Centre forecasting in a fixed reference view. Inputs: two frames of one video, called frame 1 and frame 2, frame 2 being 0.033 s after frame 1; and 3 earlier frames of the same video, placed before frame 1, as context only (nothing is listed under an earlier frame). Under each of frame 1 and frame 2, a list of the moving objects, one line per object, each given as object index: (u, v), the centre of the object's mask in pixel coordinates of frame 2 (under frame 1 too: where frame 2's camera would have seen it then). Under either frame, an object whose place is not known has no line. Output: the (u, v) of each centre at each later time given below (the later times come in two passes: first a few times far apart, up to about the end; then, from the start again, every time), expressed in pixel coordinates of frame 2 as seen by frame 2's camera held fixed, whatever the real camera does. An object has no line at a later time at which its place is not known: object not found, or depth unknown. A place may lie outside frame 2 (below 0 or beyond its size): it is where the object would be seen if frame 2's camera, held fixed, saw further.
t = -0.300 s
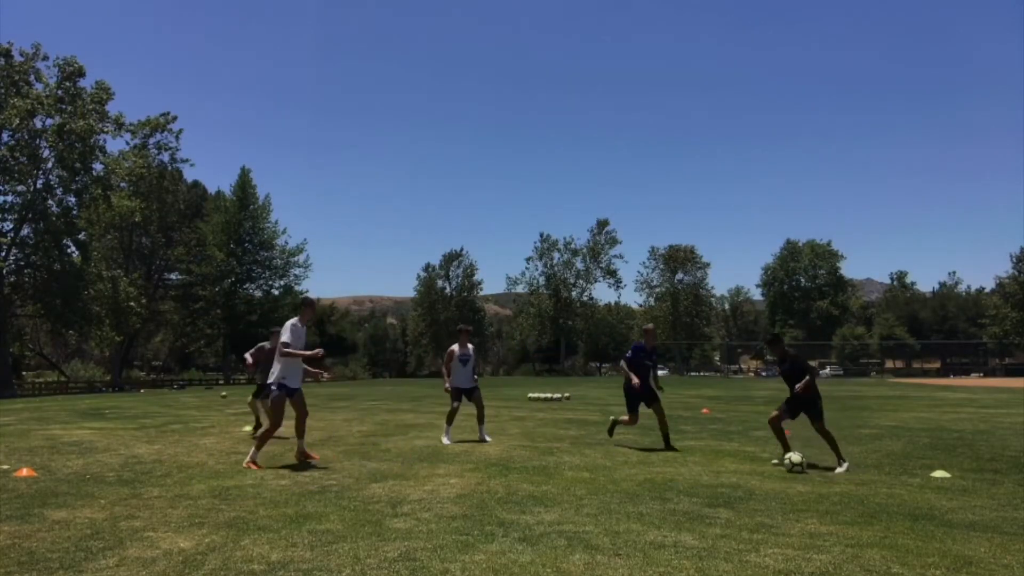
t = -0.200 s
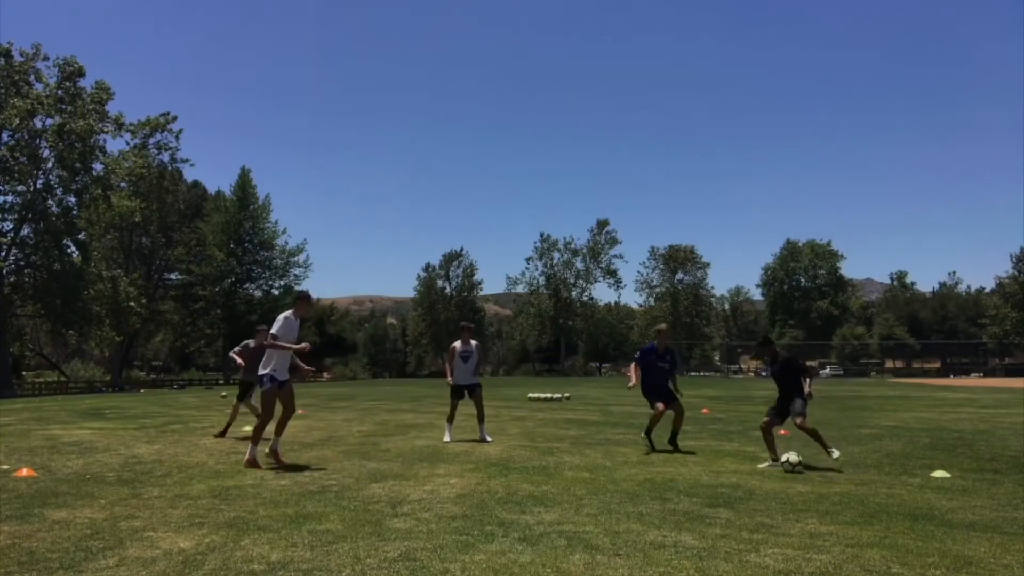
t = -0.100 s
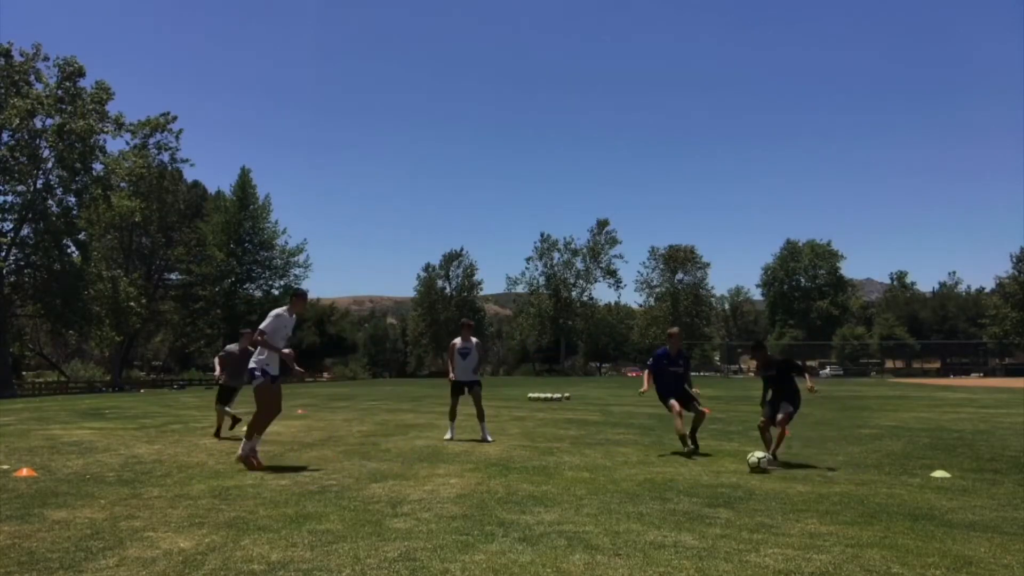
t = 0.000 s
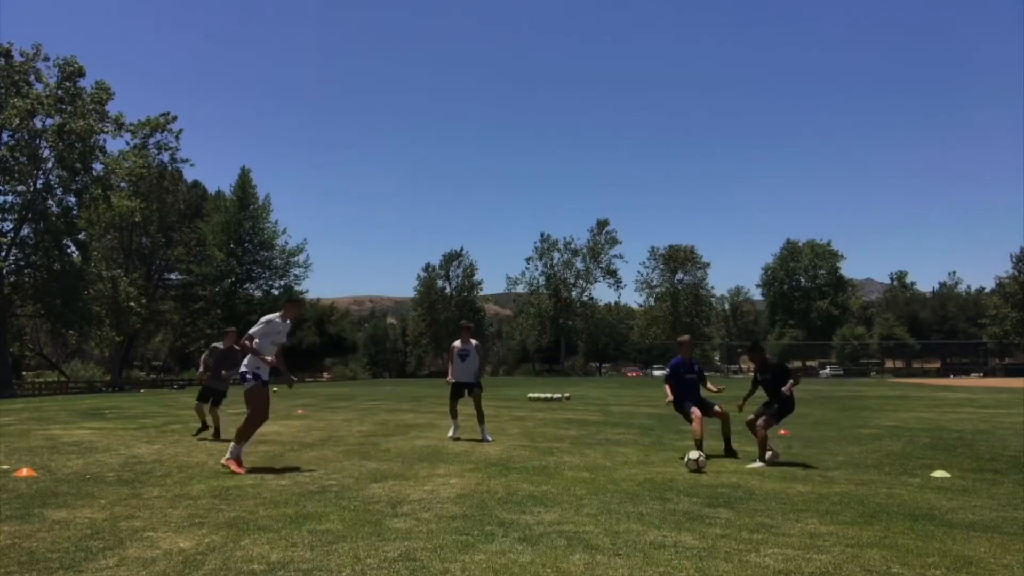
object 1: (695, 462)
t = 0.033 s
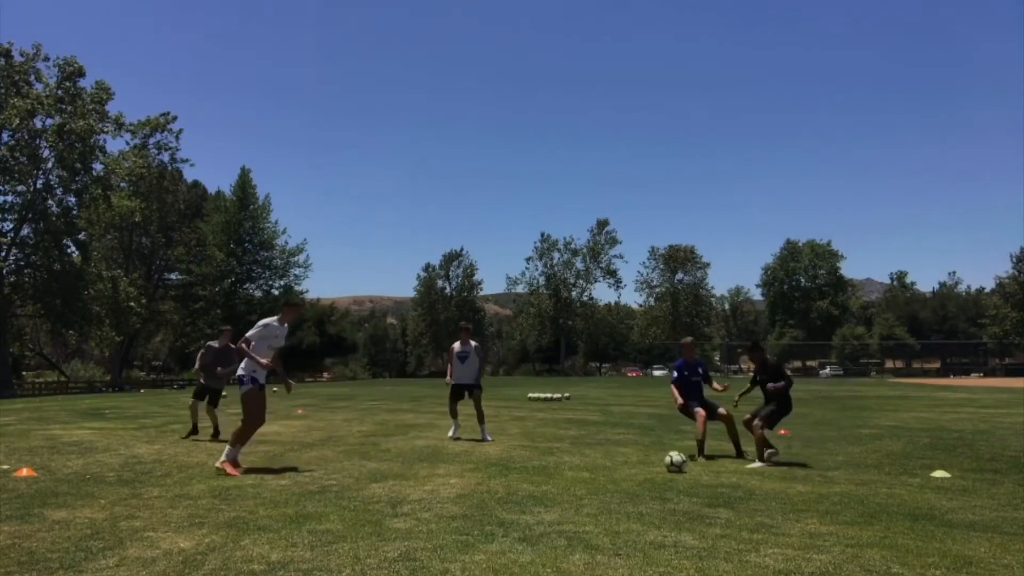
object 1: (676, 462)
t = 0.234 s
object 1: (576, 463)
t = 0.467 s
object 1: (477, 461)
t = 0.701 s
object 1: (384, 463)
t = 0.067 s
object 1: (658, 461)
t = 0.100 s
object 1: (641, 460)
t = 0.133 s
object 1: (624, 461)
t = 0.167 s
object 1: (607, 461)
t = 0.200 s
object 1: (591, 462)
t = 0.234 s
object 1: (576, 463)
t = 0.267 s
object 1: (561, 462)
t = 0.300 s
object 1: (548, 461)
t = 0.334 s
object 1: (533, 461)
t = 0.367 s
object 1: (519, 462)
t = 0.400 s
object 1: (505, 463)
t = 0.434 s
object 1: (491, 462)
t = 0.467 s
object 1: (477, 461)
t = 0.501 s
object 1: (463, 462)
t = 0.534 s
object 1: (450, 462)
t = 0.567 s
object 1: (436, 463)
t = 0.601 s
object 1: (423, 462)
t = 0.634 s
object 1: (410, 462)
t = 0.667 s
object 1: (397, 462)
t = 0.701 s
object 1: (384, 463)
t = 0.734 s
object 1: (371, 464)
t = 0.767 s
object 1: (357, 463)
